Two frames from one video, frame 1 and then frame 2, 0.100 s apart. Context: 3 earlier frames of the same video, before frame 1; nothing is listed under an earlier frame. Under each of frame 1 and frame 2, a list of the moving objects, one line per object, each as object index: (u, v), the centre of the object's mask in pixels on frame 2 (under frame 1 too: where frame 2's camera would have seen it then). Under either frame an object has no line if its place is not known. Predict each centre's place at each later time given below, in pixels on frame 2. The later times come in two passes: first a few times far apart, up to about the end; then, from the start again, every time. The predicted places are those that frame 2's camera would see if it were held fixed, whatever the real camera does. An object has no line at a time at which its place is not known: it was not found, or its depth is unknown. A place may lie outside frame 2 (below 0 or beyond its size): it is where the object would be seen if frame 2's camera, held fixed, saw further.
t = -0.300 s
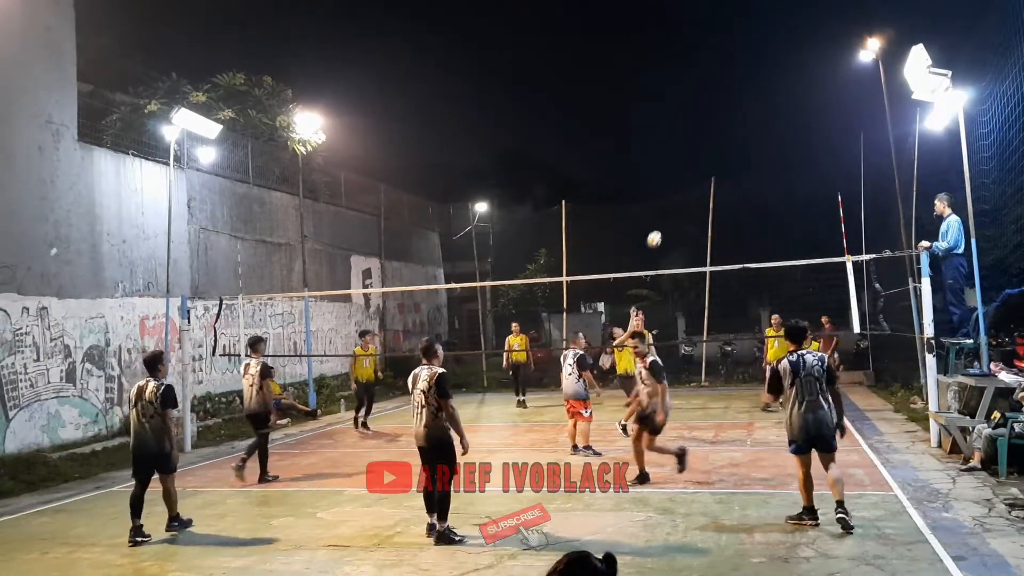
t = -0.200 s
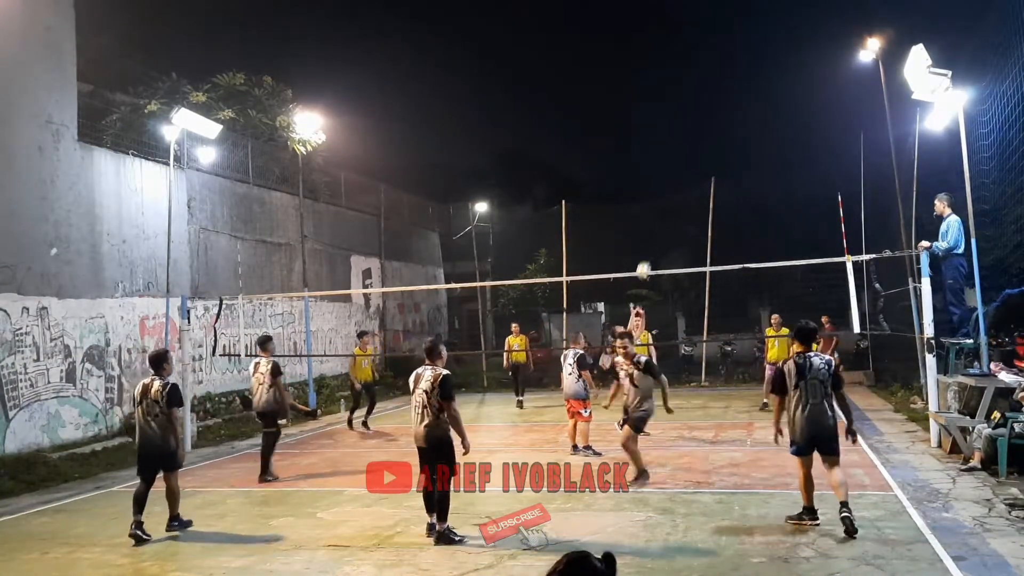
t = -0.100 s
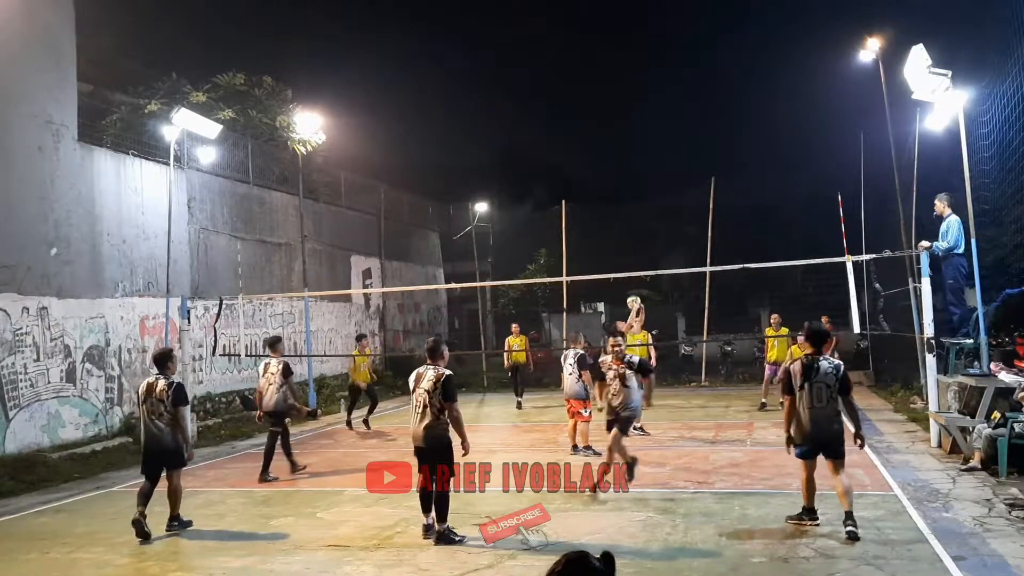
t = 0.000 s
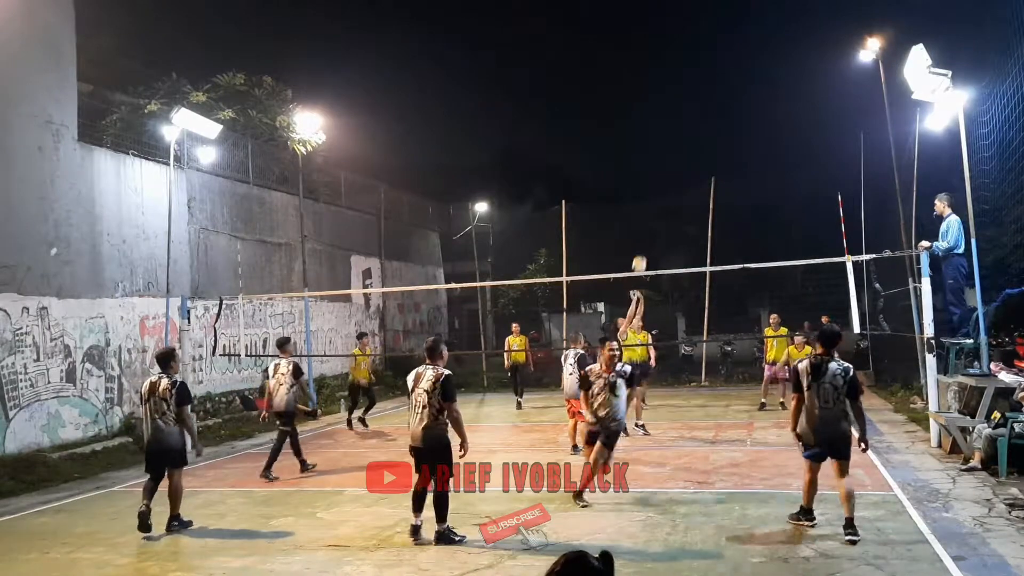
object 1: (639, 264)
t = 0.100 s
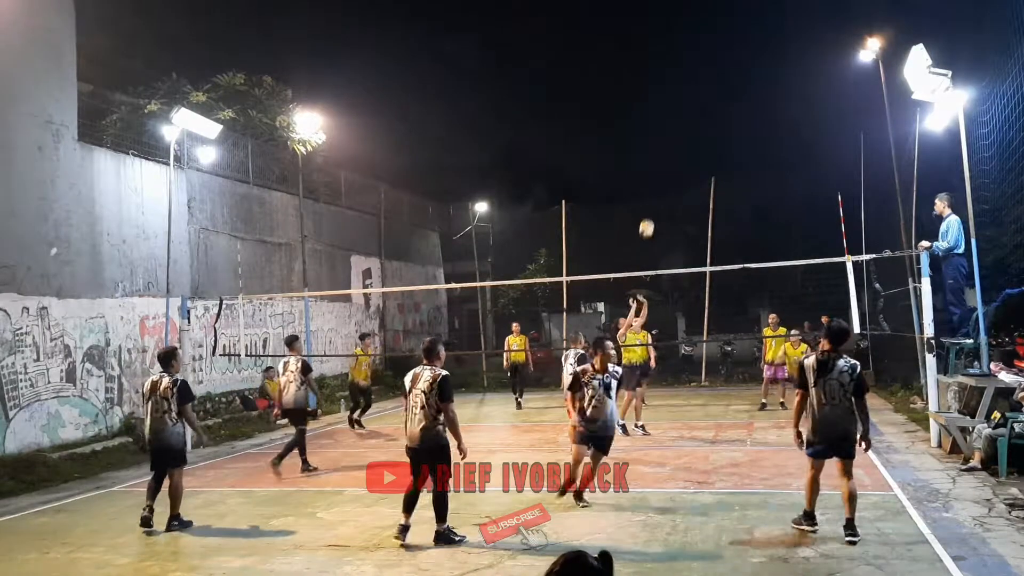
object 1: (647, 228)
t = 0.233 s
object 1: (656, 189)
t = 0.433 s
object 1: (673, 151)
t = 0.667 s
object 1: (693, 140)
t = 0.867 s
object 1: (712, 160)
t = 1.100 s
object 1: (736, 220)
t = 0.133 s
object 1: (649, 218)
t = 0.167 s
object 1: (651, 208)
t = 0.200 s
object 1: (654, 198)
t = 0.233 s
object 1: (656, 189)
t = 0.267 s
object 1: (659, 181)
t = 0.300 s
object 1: (662, 174)
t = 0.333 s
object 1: (664, 167)
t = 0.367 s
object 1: (667, 161)
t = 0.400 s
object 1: (670, 156)
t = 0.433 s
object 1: (673, 151)
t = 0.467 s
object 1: (675, 148)
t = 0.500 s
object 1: (678, 144)
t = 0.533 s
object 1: (681, 142)
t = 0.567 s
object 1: (684, 141)
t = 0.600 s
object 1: (687, 140)
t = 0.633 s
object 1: (690, 140)
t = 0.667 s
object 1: (693, 140)
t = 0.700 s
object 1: (696, 142)
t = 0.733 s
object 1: (699, 144)
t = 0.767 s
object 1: (702, 147)
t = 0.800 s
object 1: (705, 151)
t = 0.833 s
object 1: (709, 155)
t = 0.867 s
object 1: (712, 160)
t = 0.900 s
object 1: (715, 167)
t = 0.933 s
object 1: (719, 173)
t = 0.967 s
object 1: (722, 181)
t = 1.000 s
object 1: (725, 189)
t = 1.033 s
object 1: (729, 199)
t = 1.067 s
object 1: (732, 209)
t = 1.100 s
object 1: (736, 220)
